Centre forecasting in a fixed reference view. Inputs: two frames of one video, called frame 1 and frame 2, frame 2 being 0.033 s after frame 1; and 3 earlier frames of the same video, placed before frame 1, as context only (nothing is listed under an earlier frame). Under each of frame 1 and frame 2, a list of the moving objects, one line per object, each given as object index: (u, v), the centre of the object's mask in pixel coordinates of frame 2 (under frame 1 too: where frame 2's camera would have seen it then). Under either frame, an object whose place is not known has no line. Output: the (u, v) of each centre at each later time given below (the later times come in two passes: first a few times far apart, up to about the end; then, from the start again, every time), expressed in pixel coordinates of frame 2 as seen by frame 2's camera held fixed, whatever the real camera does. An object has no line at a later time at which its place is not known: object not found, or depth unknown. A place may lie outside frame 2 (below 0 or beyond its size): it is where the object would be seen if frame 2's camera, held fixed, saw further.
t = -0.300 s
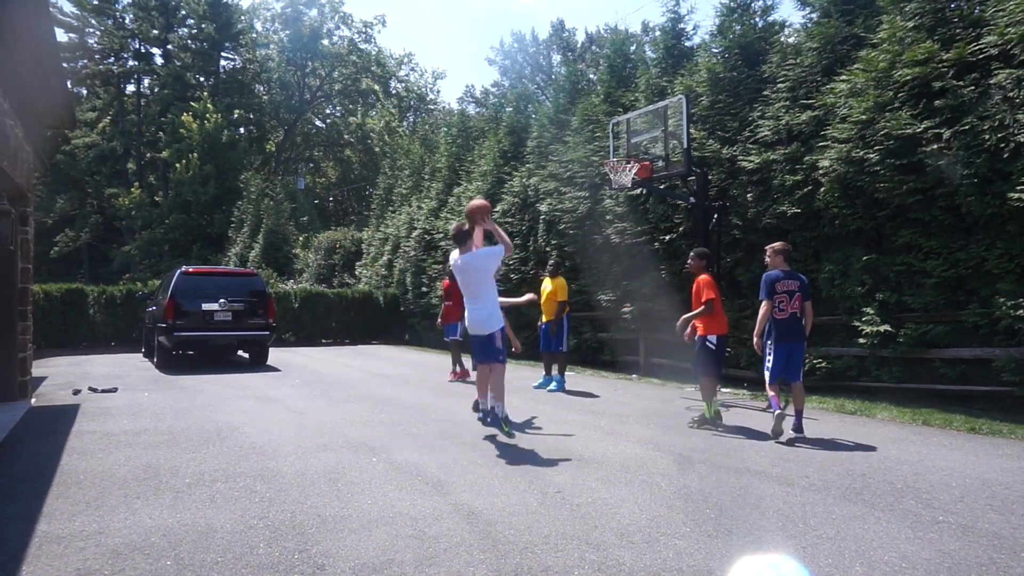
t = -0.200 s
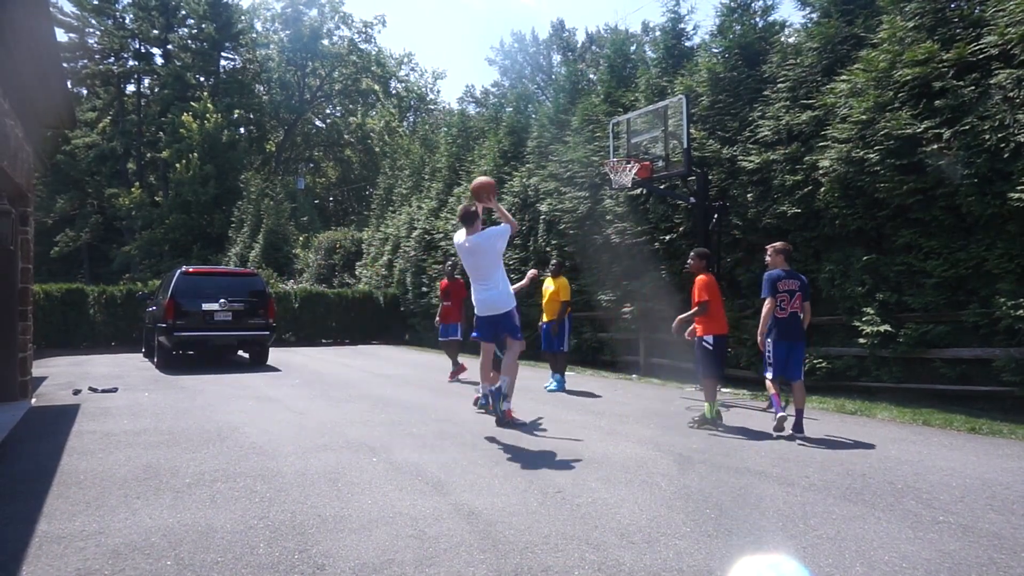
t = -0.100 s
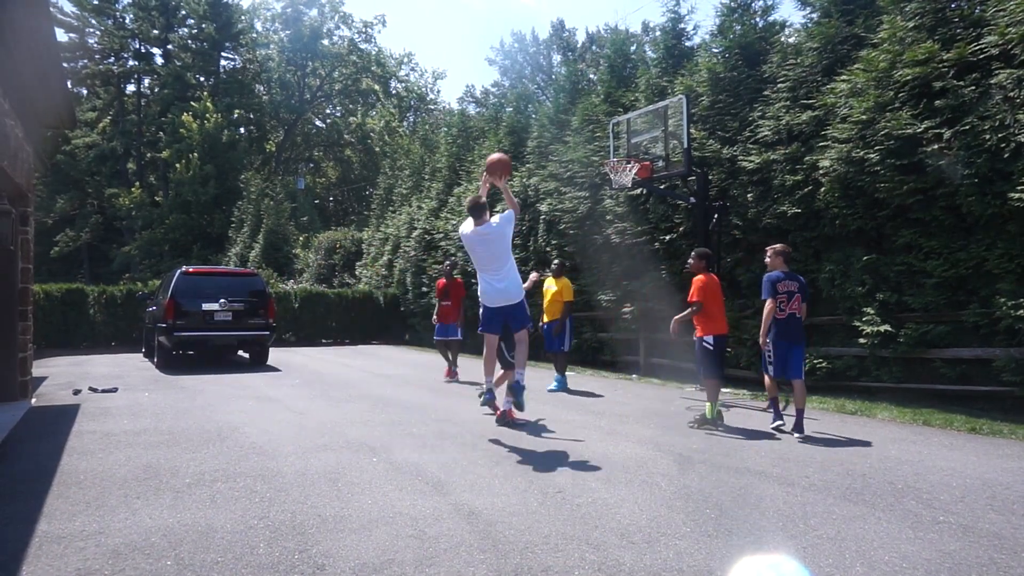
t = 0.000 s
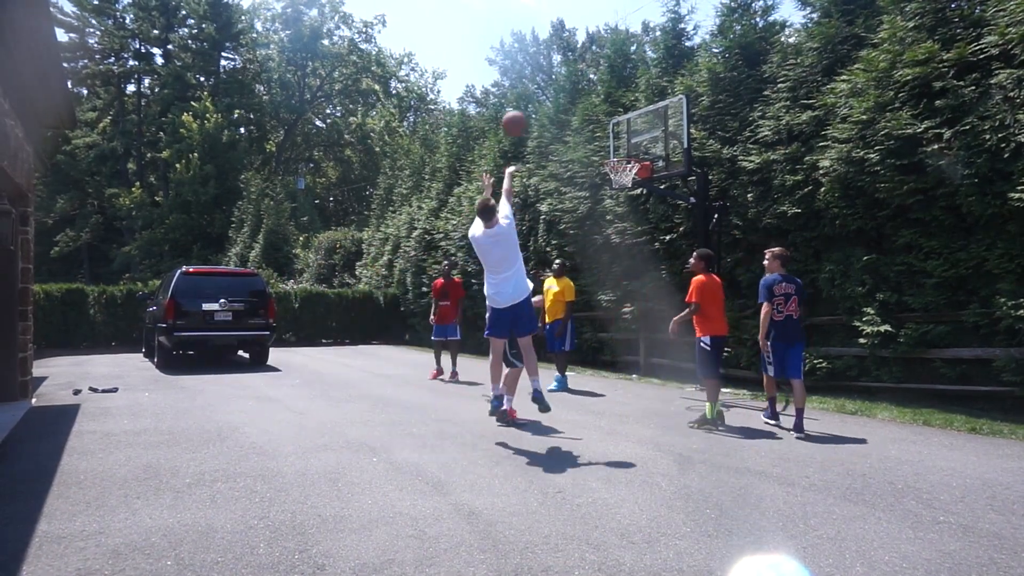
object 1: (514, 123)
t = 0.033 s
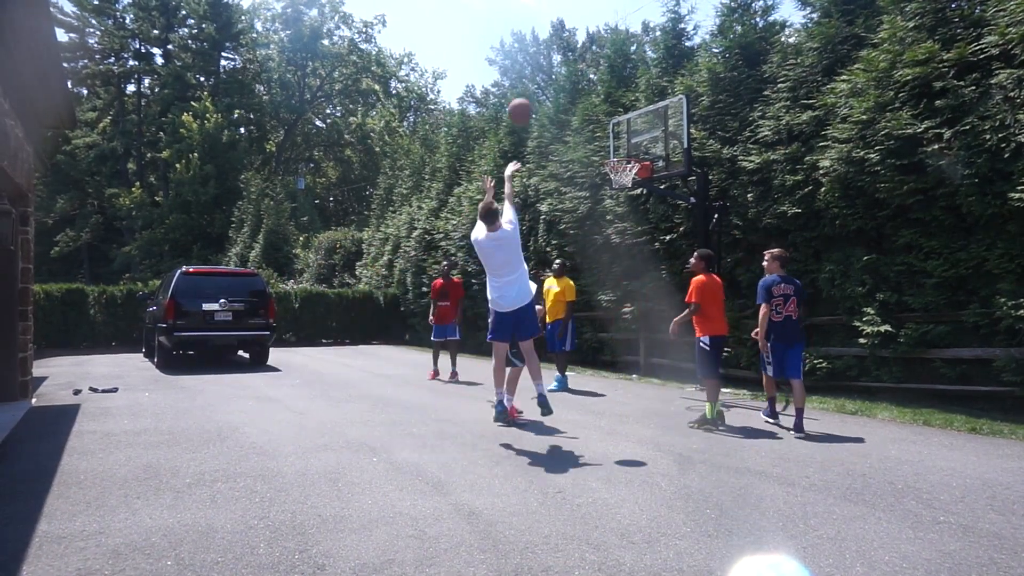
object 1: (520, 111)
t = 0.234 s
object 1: (551, 65)
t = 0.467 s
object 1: (581, 63)
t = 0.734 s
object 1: (611, 113)
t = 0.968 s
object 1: (630, 172)
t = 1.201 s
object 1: (620, 174)
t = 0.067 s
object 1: (526, 100)
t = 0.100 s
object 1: (531, 90)
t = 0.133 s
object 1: (536, 82)
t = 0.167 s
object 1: (541, 75)
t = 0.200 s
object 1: (547, 70)
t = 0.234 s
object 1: (551, 65)
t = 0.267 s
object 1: (556, 61)
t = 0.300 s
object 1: (560, 58)
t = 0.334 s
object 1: (564, 58)
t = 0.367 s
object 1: (569, 58)
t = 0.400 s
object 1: (574, 58)
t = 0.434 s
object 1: (578, 60)
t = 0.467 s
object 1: (581, 63)
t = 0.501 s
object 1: (586, 66)
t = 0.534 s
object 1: (589, 70)
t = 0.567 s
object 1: (593, 76)
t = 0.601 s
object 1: (596, 82)
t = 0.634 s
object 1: (600, 89)
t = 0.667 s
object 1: (604, 96)
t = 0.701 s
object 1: (607, 104)
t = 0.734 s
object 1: (611, 113)
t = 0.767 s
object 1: (614, 123)
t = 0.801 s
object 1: (618, 133)
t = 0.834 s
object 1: (622, 144)
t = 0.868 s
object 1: (623, 152)
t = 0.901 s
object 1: (627, 158)
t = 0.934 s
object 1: (627, 165)
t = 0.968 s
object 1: (630, 172)
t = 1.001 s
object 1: (627, 174)
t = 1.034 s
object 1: (622, 174)
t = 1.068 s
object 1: (618, 173)
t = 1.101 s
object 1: (616, 176)
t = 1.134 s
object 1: (621, 173)
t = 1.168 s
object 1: (616, 174)
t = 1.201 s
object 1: (620, 174)
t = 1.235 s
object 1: (619, 174)
